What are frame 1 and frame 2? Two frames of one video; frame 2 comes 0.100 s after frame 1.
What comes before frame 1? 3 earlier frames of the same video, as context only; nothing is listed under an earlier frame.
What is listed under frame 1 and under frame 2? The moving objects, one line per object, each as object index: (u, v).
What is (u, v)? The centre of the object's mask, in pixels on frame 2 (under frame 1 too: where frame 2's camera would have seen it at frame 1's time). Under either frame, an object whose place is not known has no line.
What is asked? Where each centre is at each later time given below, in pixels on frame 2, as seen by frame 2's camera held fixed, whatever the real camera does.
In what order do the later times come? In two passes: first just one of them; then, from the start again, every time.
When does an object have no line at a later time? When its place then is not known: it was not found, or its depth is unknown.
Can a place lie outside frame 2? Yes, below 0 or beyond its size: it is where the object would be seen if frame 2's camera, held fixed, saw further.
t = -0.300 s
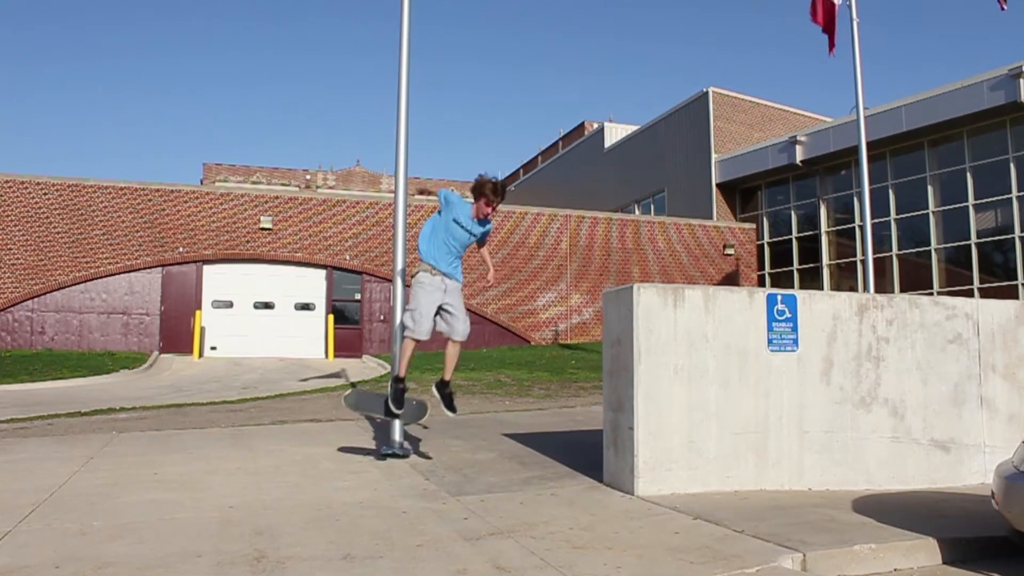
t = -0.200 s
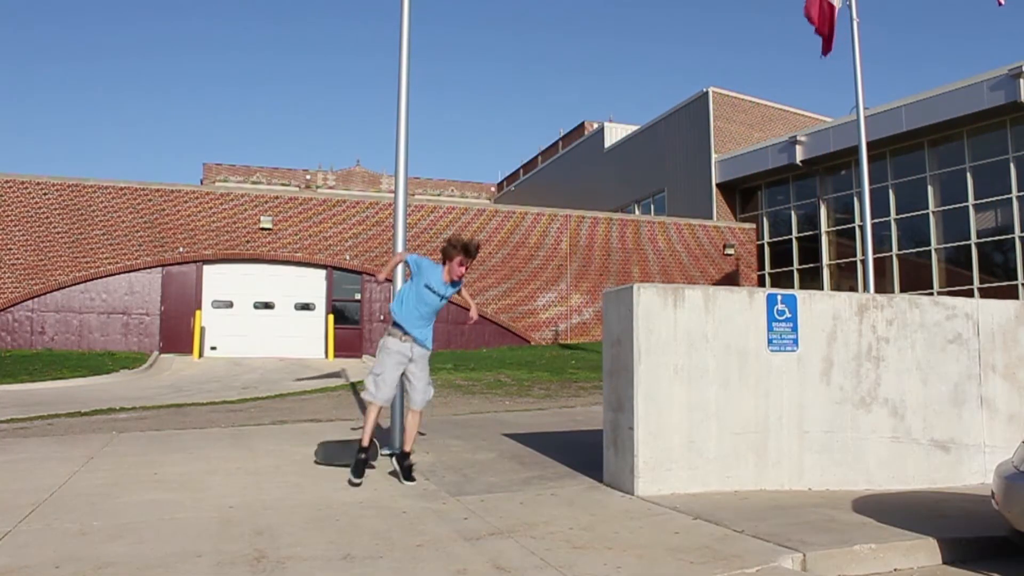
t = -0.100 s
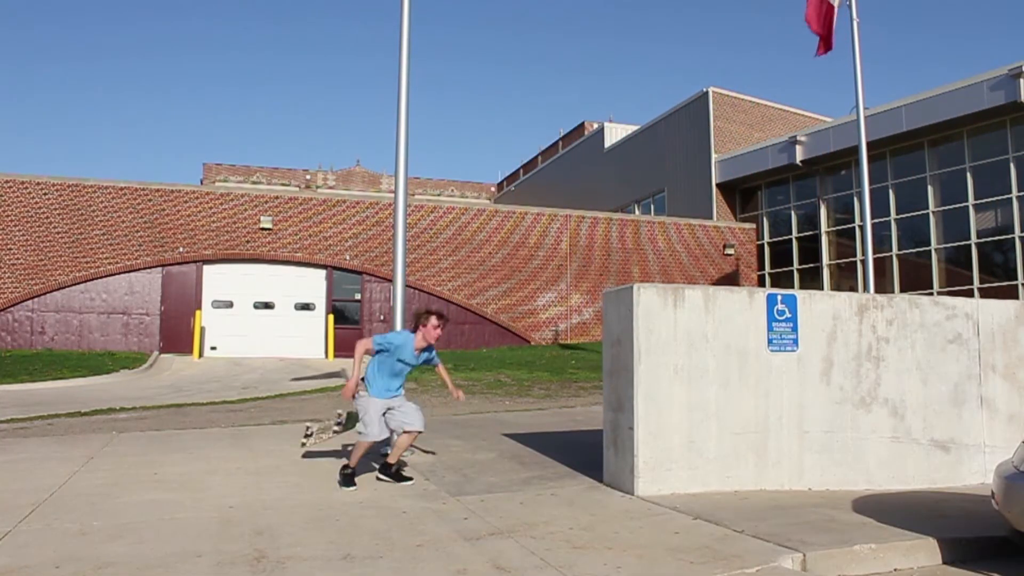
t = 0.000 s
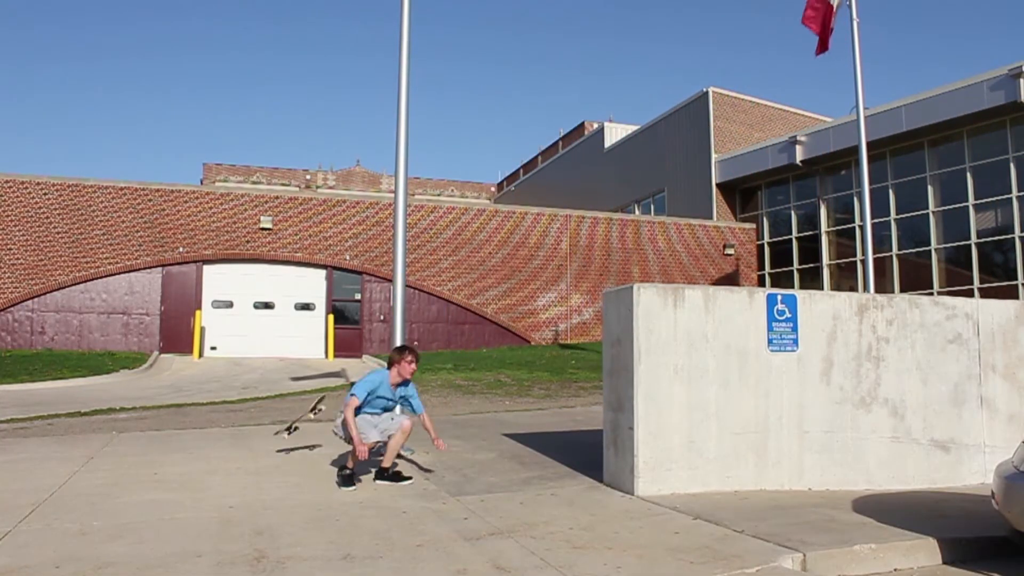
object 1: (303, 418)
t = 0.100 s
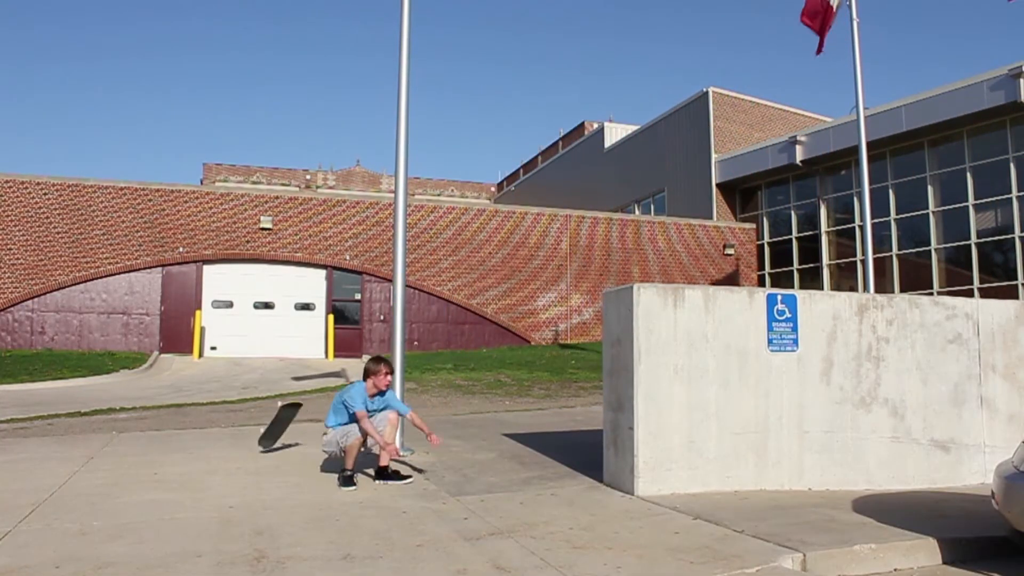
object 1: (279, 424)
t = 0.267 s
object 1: (248, 425)
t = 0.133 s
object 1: (272, 424)
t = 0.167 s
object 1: (268, 422)
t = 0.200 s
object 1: (262, 420)
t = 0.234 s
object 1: (255, 421)
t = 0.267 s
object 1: (248, 425)
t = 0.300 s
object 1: (241, 430)
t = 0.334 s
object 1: (233, 435)
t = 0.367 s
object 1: (228, 439)
